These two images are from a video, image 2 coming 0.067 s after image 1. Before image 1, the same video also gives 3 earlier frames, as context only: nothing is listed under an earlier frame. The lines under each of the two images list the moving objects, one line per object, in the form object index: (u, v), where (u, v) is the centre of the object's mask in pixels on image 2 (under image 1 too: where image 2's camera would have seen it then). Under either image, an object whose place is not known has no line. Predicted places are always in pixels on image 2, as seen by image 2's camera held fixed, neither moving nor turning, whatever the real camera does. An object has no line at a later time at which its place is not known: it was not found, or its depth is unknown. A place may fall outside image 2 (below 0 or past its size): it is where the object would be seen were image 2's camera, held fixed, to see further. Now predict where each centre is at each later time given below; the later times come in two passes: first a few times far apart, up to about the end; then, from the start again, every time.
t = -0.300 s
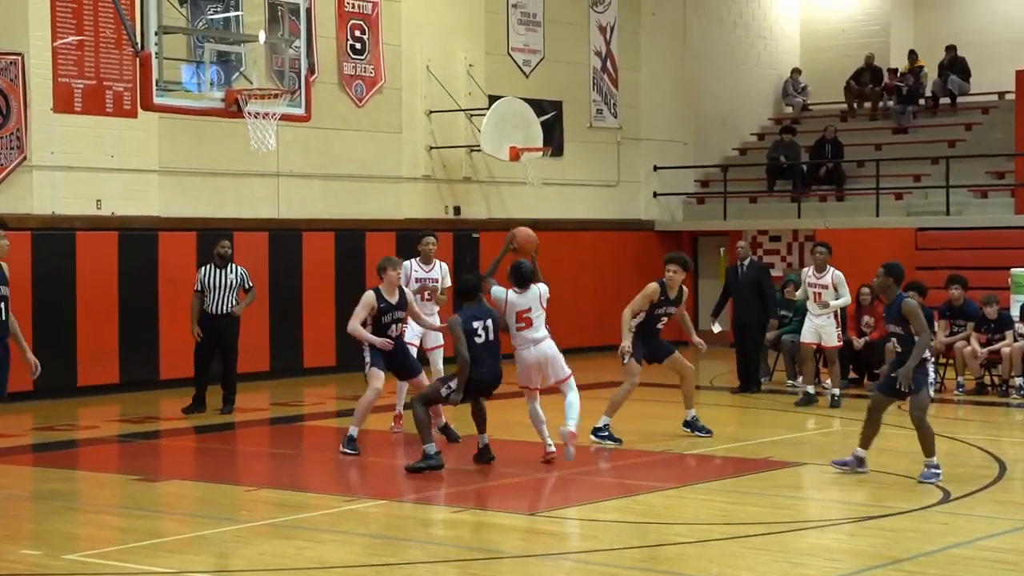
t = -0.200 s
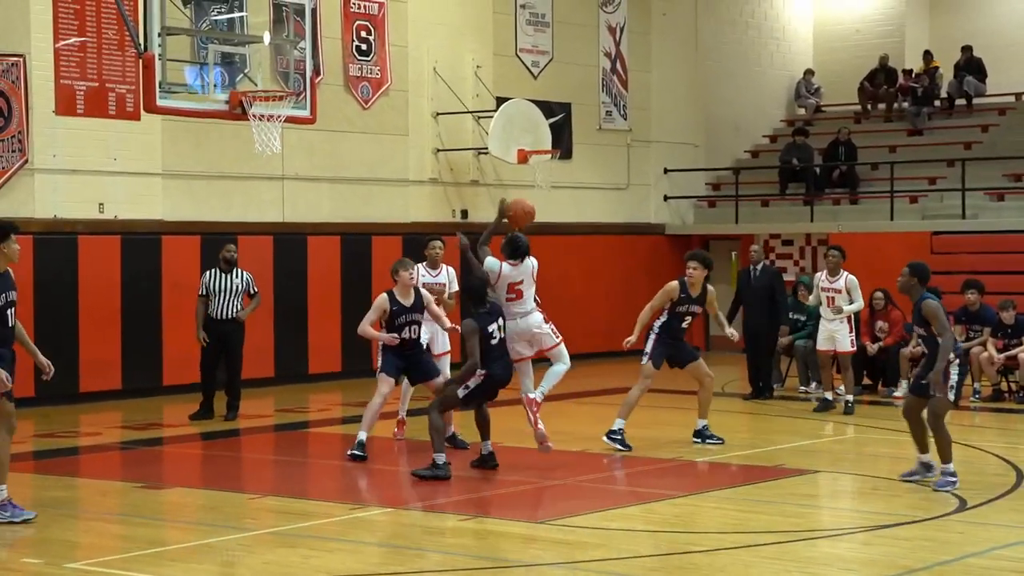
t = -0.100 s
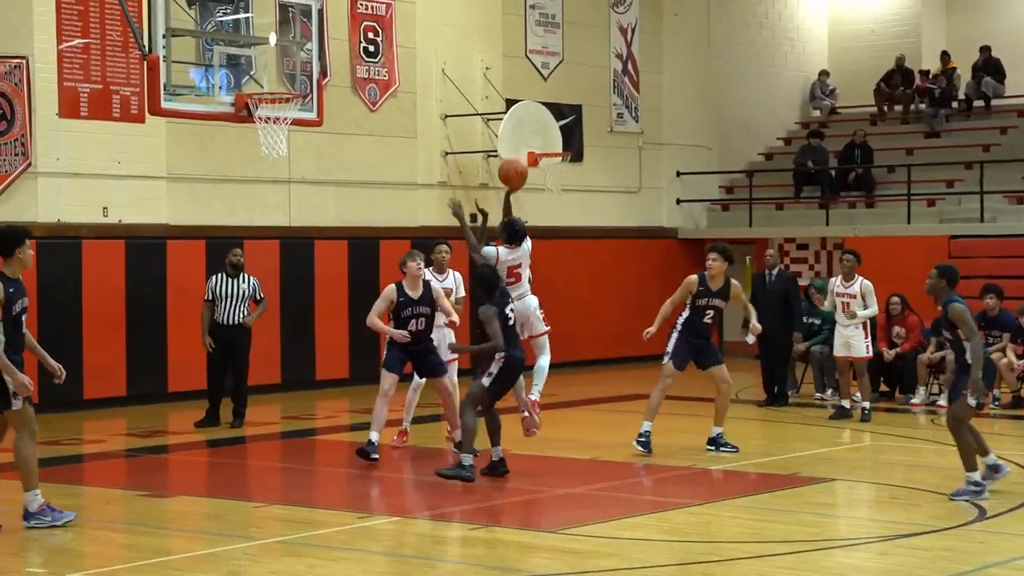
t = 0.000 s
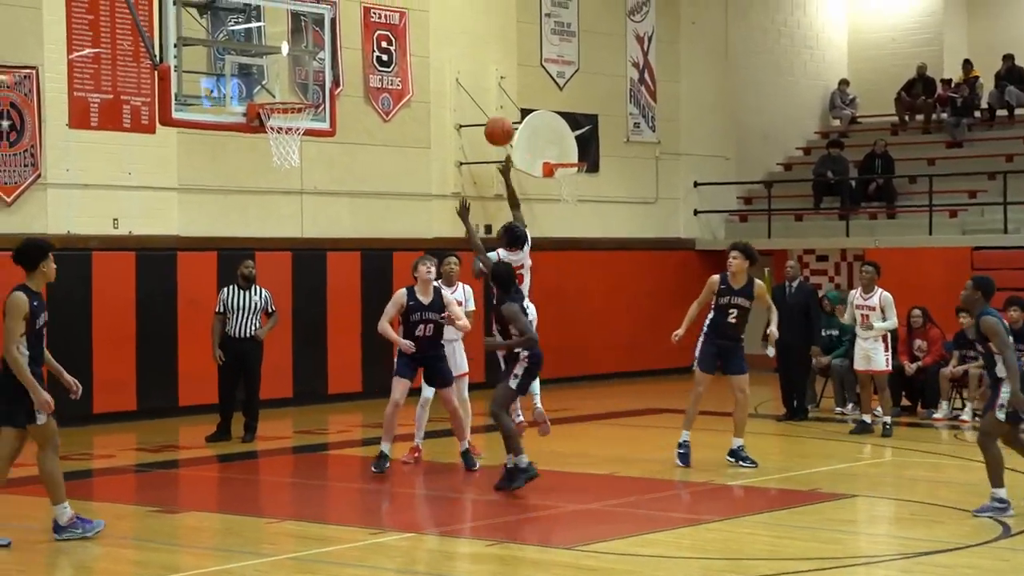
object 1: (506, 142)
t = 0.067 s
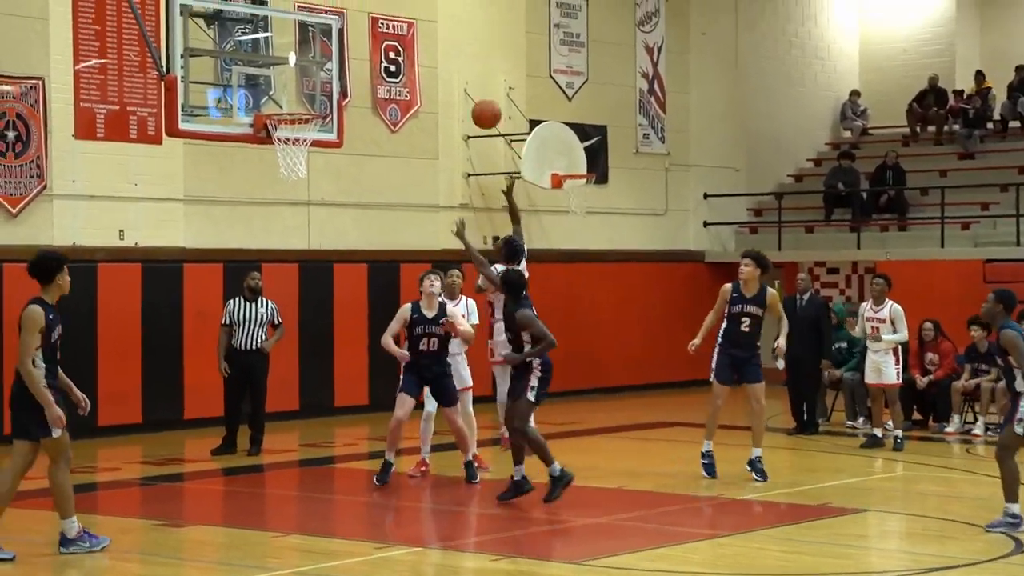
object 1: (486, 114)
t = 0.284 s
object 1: (421, 64)
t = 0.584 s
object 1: (332, 87)
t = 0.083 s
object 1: (481, 108)
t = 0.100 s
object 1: (475, 103)
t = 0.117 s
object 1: (471, 98)
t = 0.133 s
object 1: (465, 92)
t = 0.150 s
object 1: (460, 88)
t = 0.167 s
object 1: (455, 84)
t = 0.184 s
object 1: (450, 79)
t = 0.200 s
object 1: (445, 76)
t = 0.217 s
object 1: (440, 73)
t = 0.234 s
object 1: (434, 70)
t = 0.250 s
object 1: (430, 68)
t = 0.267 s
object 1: (425, 66)
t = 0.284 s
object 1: (421, 64)
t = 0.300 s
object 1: (415, 62)
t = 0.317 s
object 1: (410, 61)
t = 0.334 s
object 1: (404, 60)
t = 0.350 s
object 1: (401, 60)
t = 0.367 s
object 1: (396, 60)
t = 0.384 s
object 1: (392, 60)
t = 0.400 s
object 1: (385, 61)
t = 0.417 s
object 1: (380, 60)
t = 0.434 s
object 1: (374, 62)
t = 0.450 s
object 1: (370, 63)
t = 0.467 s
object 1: (365, 65)
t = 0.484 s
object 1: (360, 67)
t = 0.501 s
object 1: (356, 70)
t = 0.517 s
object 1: (351, 72)
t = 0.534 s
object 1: (346, 76)
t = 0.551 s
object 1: (342, 79)
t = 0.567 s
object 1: (337, 83)
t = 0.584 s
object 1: (332, 87)
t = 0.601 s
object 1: (326, 92)
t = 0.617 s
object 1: (323, 97)
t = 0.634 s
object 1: (319, 100)
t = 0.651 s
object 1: (315, 101)
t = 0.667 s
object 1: (311, 100)
